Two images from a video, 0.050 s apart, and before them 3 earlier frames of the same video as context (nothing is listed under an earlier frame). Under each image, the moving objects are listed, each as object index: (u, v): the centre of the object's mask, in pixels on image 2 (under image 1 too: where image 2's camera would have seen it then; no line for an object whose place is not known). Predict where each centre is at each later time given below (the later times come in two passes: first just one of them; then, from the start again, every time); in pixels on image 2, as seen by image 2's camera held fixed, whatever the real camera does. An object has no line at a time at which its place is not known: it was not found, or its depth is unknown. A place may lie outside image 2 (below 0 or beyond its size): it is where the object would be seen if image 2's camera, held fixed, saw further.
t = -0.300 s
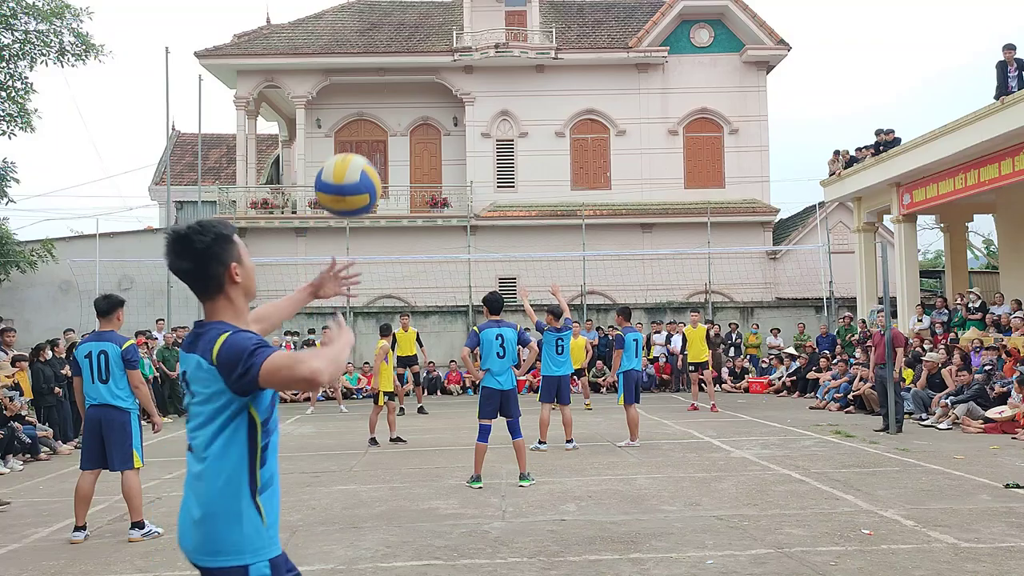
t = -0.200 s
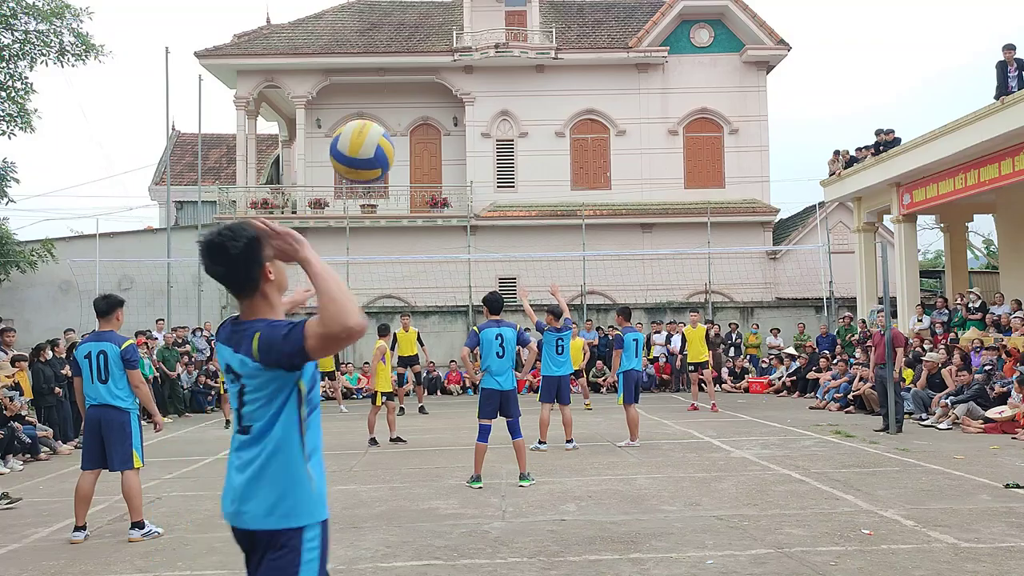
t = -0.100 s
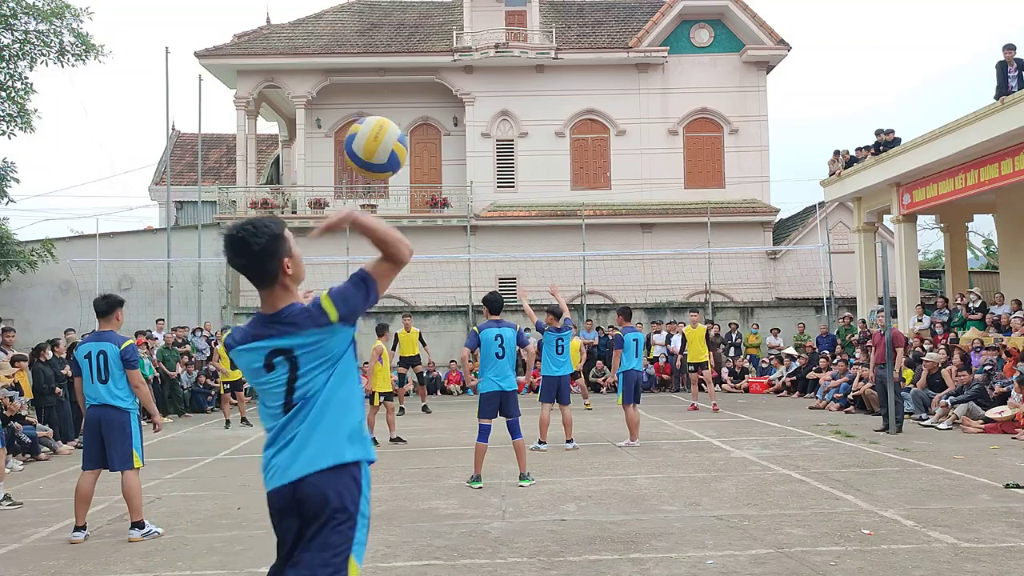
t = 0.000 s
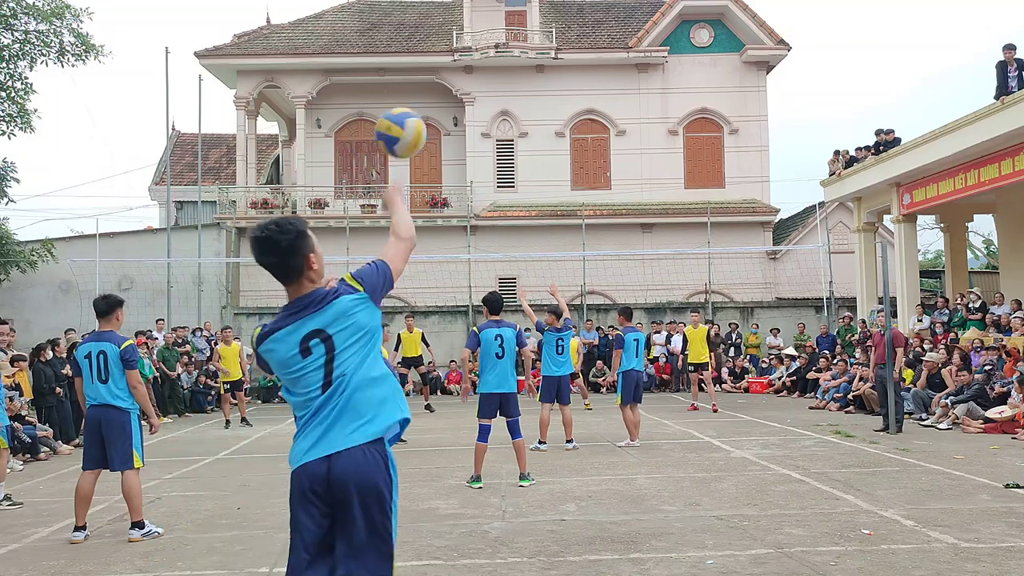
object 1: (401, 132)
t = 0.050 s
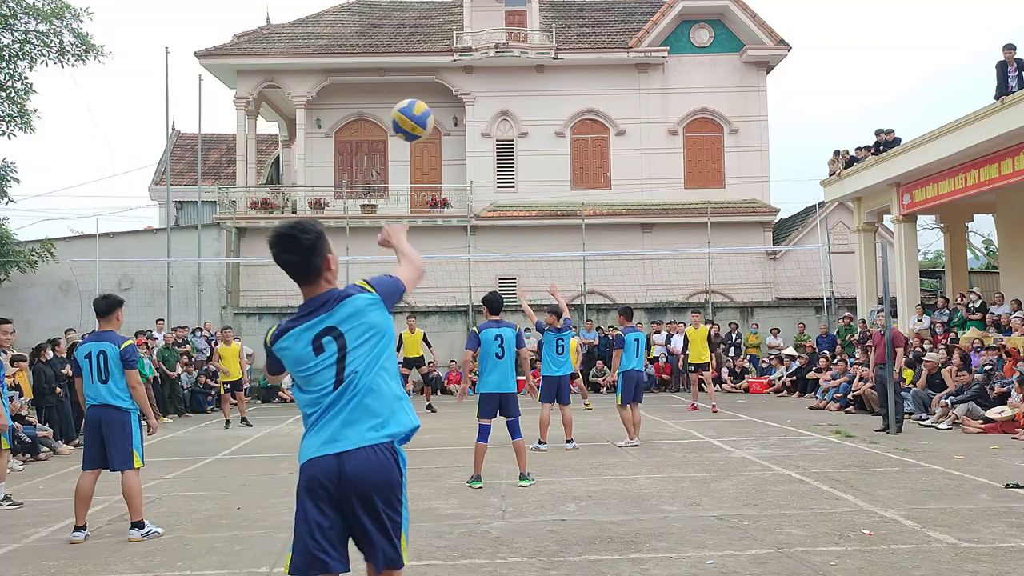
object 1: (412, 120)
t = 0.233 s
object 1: (431, 119)
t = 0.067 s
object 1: (415, 118)
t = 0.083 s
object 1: (417, 116)
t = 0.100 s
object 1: (420, 115)
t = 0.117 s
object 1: (422, 114)
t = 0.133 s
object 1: (424, 113)
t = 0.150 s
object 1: (425, 114)
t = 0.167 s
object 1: (427, 114)
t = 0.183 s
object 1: (428, 115)
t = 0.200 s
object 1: (430, 116)
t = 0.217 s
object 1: (431, 118)
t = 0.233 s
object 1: (431, 119)
